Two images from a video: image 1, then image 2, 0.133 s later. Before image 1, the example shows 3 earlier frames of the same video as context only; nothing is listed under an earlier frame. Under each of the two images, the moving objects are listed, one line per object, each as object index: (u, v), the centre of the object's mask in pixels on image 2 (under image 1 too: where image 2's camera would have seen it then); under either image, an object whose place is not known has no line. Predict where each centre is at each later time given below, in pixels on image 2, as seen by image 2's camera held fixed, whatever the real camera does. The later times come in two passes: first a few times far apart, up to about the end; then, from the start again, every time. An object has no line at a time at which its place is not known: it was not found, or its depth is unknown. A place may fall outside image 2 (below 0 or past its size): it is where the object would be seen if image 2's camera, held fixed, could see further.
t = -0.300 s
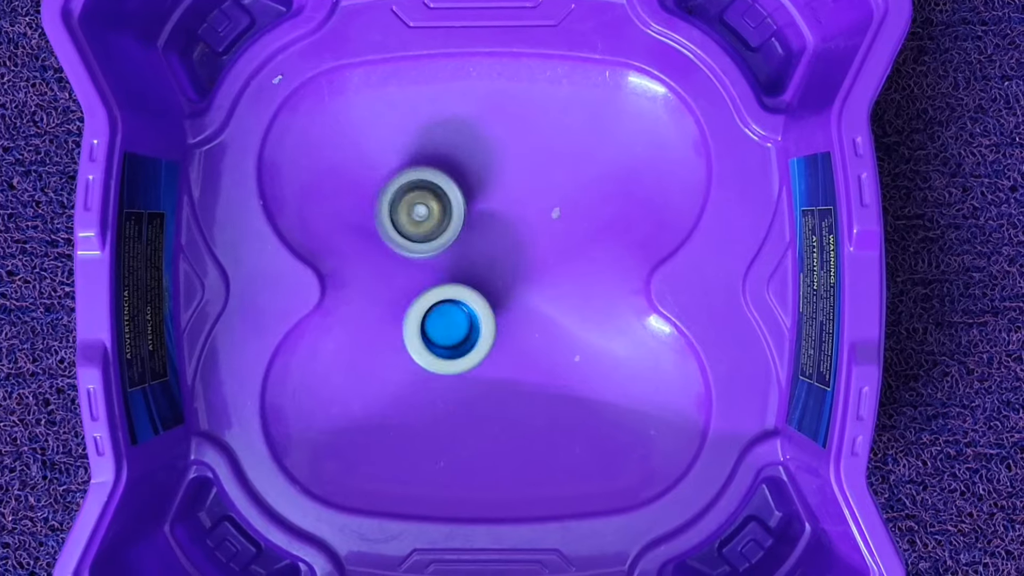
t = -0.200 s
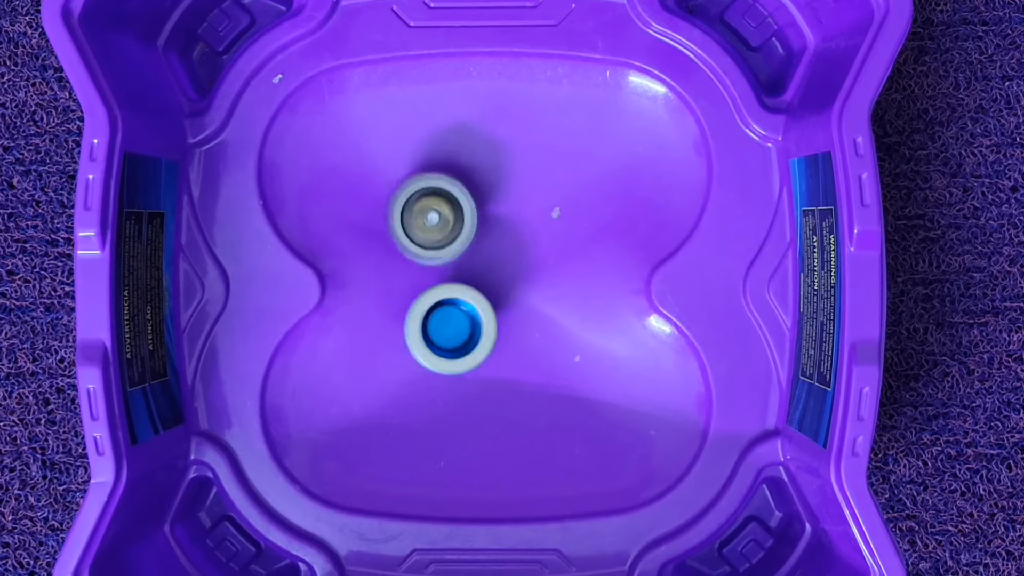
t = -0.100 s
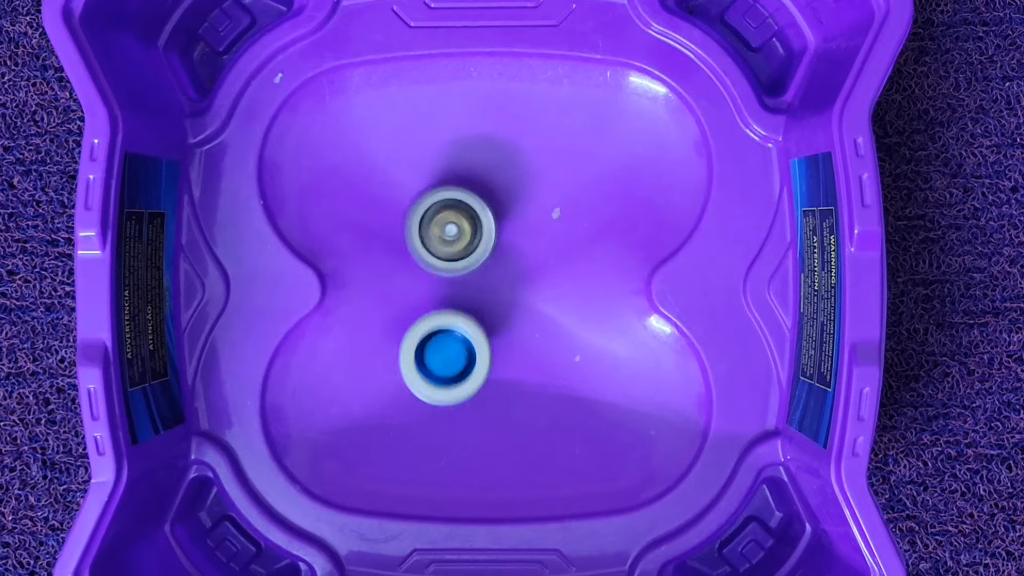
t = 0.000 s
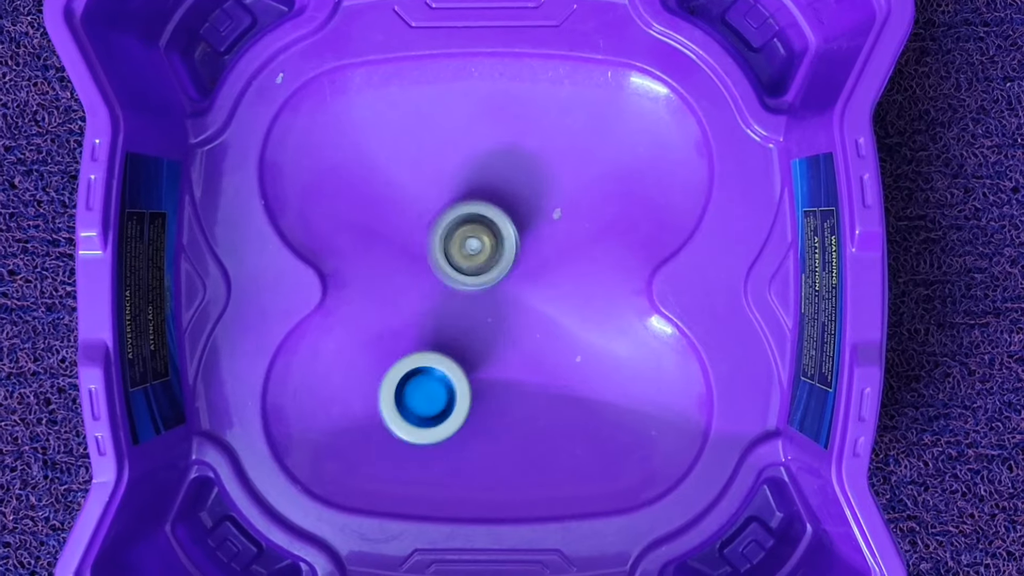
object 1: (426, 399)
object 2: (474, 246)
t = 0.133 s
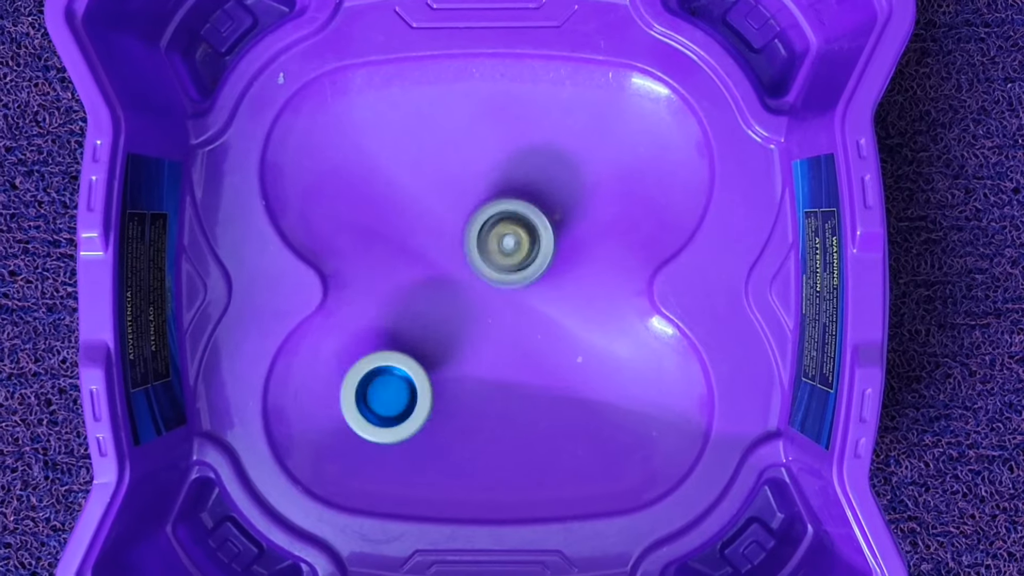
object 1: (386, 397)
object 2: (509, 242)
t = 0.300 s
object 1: (398, 371)
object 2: (538, 238)
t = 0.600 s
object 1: (462, 346)
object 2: (555, 233)
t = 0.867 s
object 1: (510, 319)
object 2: (555, 206)
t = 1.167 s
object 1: (433, 400)
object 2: (548, 112)
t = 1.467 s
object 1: (397, 373)
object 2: (480, 206)
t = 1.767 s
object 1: (378, 393)
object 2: (636, 208)
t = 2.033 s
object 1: (362, 402)
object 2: (619, 128)
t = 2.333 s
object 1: (436, 351)
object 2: (548, 238)
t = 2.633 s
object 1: (453, 388)
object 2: (486, 294)
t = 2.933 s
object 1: (433, 412)
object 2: (437, 240)
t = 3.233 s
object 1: (444, 340)
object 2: (431, 207)
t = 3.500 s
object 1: (500, 293)
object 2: (439, 212)
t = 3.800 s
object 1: (594, 420)
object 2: (368, 152)
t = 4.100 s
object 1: (548, 366)
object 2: (412, 227)
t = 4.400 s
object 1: (584, 389)
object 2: (404, 236)
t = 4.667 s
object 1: (584, 402)
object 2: (415, 228)
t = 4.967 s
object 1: (528, 351)
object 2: (434, 206)
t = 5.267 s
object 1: (518, 351)
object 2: (456, 195)
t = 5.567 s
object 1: (516, 469)
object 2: (391, 131)
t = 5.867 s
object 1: (447, 395)
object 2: (398, 211)
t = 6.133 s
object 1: (563, 408)
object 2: (381, 193)
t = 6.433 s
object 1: (599, 399)
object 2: (365, 165)
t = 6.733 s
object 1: (540, 368)
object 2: (396, 212)
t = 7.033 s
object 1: (507, 328)
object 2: (425, 255)
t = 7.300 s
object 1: (530, 347)
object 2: (411, 205)
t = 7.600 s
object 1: (523, 355)
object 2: (422, 166)
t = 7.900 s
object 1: (522, 345)
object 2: (454, 235)
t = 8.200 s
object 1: (537, 346)
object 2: (410, 303)
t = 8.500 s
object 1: (533, 309)
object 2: (425, 361)
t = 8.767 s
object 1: (533, 318)
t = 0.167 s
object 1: (384, 391)
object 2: (517, 238)
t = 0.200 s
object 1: (383, 385)
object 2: (523, 238)
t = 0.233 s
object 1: (386, 379)
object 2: (528, 237)
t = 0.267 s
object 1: (391, 374)
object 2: (534, 237)
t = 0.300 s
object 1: (398, 371)
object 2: (538, 238)
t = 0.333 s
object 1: (406, 367)
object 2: (544, 238)
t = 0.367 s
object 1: (414, 365)
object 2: (549, 240)
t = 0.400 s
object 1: (422, 362)
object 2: (552, 240)
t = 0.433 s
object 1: (430, 360)
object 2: (556, 240)
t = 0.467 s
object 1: (437, 358)
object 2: (556, 240)
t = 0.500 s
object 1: (444, 355)
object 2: (557, 238)
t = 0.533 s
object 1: (451, 352)
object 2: (557, 238)
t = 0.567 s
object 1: (457, 349)
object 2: (555, 236)
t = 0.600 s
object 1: (462, 346)
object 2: (555, 233)
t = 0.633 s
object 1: (466, 344)
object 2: (552, 232)
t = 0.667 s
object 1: (470, 343)
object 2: (550, 227)
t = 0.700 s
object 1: (475, 343)
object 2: (548, 224)
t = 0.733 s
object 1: (482, 344)
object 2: (544, 221)
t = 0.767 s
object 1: (491, 341)
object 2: (544, 215)
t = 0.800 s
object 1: (500, 334)
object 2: (545, 216)
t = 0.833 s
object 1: (507, 321)
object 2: (544, 218)
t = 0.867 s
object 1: (510, 319)
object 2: (555, 206)
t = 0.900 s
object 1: (503, 346)
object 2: (571, 170)
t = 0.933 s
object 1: (494, 370)
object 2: (585, 138)
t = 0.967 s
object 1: (486, 390)
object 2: (594, 112)
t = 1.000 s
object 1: (479, 403)
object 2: (598, 96)
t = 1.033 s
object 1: (472, 409)
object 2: (596, 88)
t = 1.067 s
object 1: (465, 409)
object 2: (587, 87)
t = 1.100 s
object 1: (456, 405)
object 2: (577, 91)
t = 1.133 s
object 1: (444, 402)
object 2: (562, 100)
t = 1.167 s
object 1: (433, 400)
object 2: (548, 112)
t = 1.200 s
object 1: (420, 397)
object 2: (534, 123)
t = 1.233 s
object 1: (405, 396)
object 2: (522, 135)
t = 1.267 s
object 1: (394, 393)
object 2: (510, 146)
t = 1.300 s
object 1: (386, 389)
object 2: (500, 158)
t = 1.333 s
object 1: (381, 386)
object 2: (491, 167)
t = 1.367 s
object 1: (381, 384)
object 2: (486, 178)
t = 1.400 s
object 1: (384, 381)
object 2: (483, 188)
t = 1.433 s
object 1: (389, 377)
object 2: (481, 198)
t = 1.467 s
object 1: (397, 373)
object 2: (480, 206)
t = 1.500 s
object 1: (404, 369)
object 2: (481, 212)
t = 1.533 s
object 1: (412, 365)
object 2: (486, 216)
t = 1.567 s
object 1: (422, 363)
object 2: (495, 225)
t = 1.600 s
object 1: (432, 357)
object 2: (505, 238)
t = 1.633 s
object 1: (441, 350)
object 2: (514, 253)
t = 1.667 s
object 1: (450, 342)
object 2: (523, 267)
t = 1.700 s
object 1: (442, 346)
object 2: (546, 265)
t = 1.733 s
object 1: (407, 371)
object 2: (597, 238)
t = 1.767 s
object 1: (378, 393)
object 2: (636, 208)
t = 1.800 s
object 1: (355, 410)
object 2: (669, 183)
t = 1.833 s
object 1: (338, 422)
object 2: (687, 164)
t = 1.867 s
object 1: (330, 430)
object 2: (692, 148)
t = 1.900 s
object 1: (329, 434)
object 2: (686, 133)
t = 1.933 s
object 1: (333, 431)
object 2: (671, 125)
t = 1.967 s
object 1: (341, 424)
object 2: (653, 122)
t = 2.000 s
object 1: (351, 413)
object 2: (634, 123)
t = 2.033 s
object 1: (362, 402)
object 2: (619, 128)
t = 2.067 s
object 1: (372, 393)
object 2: (606, 137)
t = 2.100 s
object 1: (383, 385)
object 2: (595, 149)
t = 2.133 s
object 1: (393, 378)
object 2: (584, 163)
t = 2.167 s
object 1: (403, 372)
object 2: (576, 178)
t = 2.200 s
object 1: (412, 368)
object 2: (569, 193)
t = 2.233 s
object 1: (420, 364)
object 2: (563, 208)
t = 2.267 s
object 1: (428, 359)
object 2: (557, 221)
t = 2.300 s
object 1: (433, 354)
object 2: (552, 231)
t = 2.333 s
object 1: (436, 351)
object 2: (548, 238)
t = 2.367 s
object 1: (439, 352)
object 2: (542, 243)
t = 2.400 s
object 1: (445, 356)
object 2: (535, 247)
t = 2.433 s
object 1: (449, 359)
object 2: (527, 254)
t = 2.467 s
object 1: (449, 359)
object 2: (520, 262)
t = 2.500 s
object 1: (448, 363)
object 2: (515, 271)
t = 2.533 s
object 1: (450, 367)
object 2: (508, 282)
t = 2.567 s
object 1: (453, 372)
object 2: (503, 288)
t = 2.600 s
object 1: (453, 382)
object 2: (497, 289)
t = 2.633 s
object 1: (453, 388)
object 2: (486, 294)
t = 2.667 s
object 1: (452, 399)
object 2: (473, 289)
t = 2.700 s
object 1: (449, 417)
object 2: (465, 276)
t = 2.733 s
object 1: (447, 427)
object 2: (459, 266)
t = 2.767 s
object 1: (444, 433)
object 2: (453, 259)
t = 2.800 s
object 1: (443, 435)
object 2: (449, 254)
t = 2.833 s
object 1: (442, 433)
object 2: (445, 251)
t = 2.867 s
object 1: (439, 427)
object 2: (442, 247)
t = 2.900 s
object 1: (436, 419)
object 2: (439, 244)
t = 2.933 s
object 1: (433, 412)
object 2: (437, 240)
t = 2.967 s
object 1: (432, 404)
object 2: (435, 237)
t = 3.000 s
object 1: (432, 395)
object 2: (434, 232)
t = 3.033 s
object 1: (432, 385)
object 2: (433, 229)
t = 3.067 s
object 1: (433, 374)
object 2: (431, 224)
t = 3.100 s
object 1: (433, 364)
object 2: (430, 221)
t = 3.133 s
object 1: (433, 355)
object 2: (429, 218)
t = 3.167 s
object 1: (436, 349)
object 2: (429, 214)
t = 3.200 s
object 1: (439, 344)
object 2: (431, 211)
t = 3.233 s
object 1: (444, 340)
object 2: (431, 207)
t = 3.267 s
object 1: (448, 337)
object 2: (431, 203)
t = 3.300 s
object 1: (453, 335)
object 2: (429, 200)
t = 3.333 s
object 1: (460, 336)
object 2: (427, 200)
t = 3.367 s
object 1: (469, 335)
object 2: (426, 200)
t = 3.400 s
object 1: (479, 328)
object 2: (427, 203)
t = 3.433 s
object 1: (486, 319)
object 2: (430, 207)
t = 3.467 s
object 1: (493, 307)
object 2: (434, 210)
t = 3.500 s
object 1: (500, 293)
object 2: (439, 212)
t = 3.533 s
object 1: (517, 292)
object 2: (432, 198)
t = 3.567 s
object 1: (545, 312)
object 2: (413, 172)
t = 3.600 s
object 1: (566, 336)
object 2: (399, 150)
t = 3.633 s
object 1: (581, 359)
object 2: (389, 138)
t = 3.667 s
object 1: (590, 379)
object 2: (383, 132)
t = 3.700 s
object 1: (594, 396)
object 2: (379, 133)
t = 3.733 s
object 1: (596, 408)
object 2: (375, 137)
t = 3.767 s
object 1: (596, 416)
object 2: (371, 144)
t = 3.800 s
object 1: (594, 420)
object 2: (368, 152)
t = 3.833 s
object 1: (591, 419)
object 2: (365, 161)
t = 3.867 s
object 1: (586, 416)
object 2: (365, 171)
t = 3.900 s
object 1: (580, 411)
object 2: (368, 180)
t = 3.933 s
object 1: (574, 405)
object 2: (373, 189)
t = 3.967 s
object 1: (568, 400)
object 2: (380, 198)
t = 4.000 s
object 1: (563, 393)
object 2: (388, 206)
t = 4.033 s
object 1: (559, 384)
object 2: (397, 212)
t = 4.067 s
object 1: (553, 375)
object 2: (404, 219)
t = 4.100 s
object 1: (548, 366)
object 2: (412, 227)
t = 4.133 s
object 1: (543, 358)
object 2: (420, 236)
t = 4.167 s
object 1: (538, 352)
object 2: (427, 243)
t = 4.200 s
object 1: (533, 347)
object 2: (434, 251)
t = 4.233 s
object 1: (529, 343)
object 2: (441, 259)
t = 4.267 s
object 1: (526, 340)
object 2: (448, 264)
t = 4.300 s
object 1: (523, 338)
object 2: (452, 270)
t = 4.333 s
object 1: (543, 353)
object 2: (437, 258)
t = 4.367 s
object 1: (566, 373)
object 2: (417, 243)
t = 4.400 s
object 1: (584, 389)
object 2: (404, 236)
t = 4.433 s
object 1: (597, 401)
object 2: (400, 230)
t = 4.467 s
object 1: (605, 409)
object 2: (401, 227)
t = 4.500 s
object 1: (608, 413)
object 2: (404, 225)
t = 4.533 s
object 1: (607, 414)
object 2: (407, 225)
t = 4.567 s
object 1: (603, 413)
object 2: (409, 226)
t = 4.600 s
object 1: (598, 411)
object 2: (411, 227)
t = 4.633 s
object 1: (591, 407)
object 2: (413, 229)
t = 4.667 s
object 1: (584, 402)
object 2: (415, 228)
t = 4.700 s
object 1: (576, 396)
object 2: (418, 227)
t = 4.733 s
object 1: (569, 390)
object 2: (420, 224)
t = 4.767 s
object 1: (563, 383)
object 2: (421, 220)
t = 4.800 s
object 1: (557, 377)
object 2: (421, 217)
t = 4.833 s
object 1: (550, 371)
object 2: (425, 215)
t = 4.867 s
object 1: (545, 365)
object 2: (429, 212)
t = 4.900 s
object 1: (539, 360)
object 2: (432, 209)
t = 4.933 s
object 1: (533, 355)
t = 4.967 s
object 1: (528, 351)
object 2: (434, 206)
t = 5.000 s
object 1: (525, 346)
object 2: (436, 207)
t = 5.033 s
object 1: (521, 342)
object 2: (440, 208)
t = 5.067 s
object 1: (518, 338)
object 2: (444, 209)
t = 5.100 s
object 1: (515, 334)
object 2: (447, 211)
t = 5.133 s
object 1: (512, 330)
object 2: (449, 213)
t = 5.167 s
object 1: (510, 325)
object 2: (454, 218)
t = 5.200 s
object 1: (507, 320)
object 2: (459, 222)
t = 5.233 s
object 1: (506, 316)
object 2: (465, 227)
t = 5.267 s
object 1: (518, 351)
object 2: (456, 195)
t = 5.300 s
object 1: (531, 388)
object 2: (442, 157)
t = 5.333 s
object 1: (540, 419)
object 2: (433, 139)
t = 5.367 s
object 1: (547, 444)
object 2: (427, 125)
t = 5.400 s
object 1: (550, 461)
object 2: (418, 118)
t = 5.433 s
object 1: (550, 472)
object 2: (411, 116)
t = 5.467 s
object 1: (545, 477)
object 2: (407, 117)
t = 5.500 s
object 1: (538, 478)
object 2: (402, 118)
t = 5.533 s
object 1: (528, 475)
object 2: (395, 123)
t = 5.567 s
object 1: (516, 469)
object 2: (391, 131)
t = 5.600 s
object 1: (504, 461)
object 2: (390, 136)
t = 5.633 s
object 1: (493, 453)
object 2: (387, 141)
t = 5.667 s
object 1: (484, 445)
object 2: (386, 150)
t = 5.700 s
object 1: (475, 437)
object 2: (389, 159)
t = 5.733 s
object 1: (467, 428)
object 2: (389, 165)
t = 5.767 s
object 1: (460, 420)
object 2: (390, 177)
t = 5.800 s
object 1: (454, 411)
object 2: (393, 189)
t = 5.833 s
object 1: (450, 403)
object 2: (396, 198)
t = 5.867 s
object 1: (447, 395)
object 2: (398, 211)
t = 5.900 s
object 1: (447, 387)
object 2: (401, 224)
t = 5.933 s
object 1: (449, 378)
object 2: (407, 234)
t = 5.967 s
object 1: (454, 371)
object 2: (410, 246)
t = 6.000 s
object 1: (458, 364)
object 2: (415, 257)
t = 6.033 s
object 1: (464, 356)
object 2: (423, 266)
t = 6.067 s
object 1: (493, 371)
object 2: (409, 244)
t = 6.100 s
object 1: (530, 392)
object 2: (392, 219)
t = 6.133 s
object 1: (563, 408)
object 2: (381, 193)
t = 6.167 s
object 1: (590, 418)
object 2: (373, 172)
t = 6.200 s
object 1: (611, 422)
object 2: (368, 159)
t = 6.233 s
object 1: (625, 422)
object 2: (367, 149)
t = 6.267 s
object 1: (632, 419)
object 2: (368, 144)
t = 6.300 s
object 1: (632, 416)
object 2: (367, 144)
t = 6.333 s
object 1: (628, 412)
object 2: (367, 148)
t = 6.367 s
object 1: (619, 407)
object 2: (369, 152)
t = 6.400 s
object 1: (609, 403)
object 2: (366, 158)
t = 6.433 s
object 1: (599, 399)
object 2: (365, 165)
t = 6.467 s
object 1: (588, 397)
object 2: (367, 171)
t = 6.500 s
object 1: (577, 396)
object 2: (368, 174)
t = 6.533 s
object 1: (568, 395)
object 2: (369, 182)
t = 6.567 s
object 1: (560, 394)
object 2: (373, 186)
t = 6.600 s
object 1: (555, 389)
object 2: (378, 189)
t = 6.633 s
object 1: (551, 384)
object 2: (381, 193)
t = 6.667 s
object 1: (547, 379)
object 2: (387, 199)
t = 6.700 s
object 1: (543, 374)
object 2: (391, 206)
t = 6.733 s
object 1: (540, 368)
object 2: (396, 212)
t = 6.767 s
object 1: (535, 361)
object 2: (404, 221)
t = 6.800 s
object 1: (529, 353)
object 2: (411, 228)
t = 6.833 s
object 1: (524, 347)
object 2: (418, 237)
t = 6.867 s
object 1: (518, 340)
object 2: (425, 246)
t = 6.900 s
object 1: (513, 335)
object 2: (431, 249)
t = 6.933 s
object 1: (506, 331)
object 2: (437, 256)
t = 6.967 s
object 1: (504, 328)
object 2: (436, 258)
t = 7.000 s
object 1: (508, 329)
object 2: (428, 255)
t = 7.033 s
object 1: (507, 328)
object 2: (425, 255)
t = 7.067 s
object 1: (504, 326)
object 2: (427, 254)
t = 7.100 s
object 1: (500, 322)
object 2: (426, 252)
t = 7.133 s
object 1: (500, 322)
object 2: (424, 247)
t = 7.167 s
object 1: (510, 328)
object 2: (417, 239)
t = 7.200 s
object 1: (518, 335)
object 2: (411, 230)
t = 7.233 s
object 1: (523, 341)
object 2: (409, 221)
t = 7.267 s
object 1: (527, 344)
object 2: (410, 213)
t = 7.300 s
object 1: (530, 347)
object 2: (411, 205)
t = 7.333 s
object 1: (531, 349)
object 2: (411, 199)
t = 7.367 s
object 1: (532, 351)
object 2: (414, 191)
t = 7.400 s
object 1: (531, 351)
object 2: (415, 185)
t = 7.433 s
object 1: (530, 351)
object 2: (415, 180)
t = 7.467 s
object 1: (529, 351)
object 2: (417, 174)
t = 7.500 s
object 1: (525, 352)
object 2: (419, 172)
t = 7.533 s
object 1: (524, 352)
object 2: (420, 168)
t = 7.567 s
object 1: (523, 353)
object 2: (421, 167)
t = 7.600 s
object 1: (523, 355)
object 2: (422, 166)
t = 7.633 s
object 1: (524, 356)
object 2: (426, 168)
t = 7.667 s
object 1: (525, 355)
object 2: (427, 172)
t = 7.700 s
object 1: (525, 355)
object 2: (431, 178)
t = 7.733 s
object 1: (526, 355)
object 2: (432, 186)
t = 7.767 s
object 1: (524, 353)
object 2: (436, 194)
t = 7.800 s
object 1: (525, 353)
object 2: (440, 203)
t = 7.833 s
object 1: (525, 352)
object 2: (446, 213)
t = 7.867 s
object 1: (523, 348)
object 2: (449, 224)
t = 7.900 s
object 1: (522, 345)
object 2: (454, 235)
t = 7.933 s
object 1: (521, 342)
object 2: (454, 249)
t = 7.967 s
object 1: (518, 340)
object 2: (457, 263)
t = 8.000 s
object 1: (522, 340)
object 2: (449, 271)
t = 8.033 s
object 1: (531, 347)
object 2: (437, 278)
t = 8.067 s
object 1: (535, 353)
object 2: (427, 280)
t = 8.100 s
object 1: (537, 354)
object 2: (420, 285)
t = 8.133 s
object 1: (538, 353)
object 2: (415, 290)
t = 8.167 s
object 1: (538, 351)
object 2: (412, 296)
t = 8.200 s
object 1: (537, 346)
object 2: (410, 303)
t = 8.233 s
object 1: (535, 340)
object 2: (411, 311)
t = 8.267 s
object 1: (531, 335)
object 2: (414, 318)
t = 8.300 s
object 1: (524, 328)
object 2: (418, 328)
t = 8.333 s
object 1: (517, 322)
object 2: (425, 337)
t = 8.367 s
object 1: (512, 320)
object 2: (430, 347)
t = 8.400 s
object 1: (509, 318)
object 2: (433, 355)
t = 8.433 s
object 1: (521, 315)
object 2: (430, 359)
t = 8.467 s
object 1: (528, 312)
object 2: (426, 359)
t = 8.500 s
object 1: (533, 309)
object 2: (425, 361)
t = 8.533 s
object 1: (536, 309)
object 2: (429, 358)
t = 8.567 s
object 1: (533, 312)
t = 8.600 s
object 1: (530, 315)
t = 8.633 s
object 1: (529, 322)
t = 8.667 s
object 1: (532, 322)
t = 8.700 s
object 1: (532, 322)
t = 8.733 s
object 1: (532, 322)
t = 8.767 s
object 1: (533, 318)
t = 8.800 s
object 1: (533, 317)
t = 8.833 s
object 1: (529, 315)
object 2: (455, 369)
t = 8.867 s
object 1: (525, 312)
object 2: (455, 375)
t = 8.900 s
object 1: (527, 301)
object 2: (446, 385)
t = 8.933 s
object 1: (527, 291)
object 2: (439, 391)
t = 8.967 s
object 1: (527, 281)
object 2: (433, 391)
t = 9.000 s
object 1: (526, 275)
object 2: (434, 387)
